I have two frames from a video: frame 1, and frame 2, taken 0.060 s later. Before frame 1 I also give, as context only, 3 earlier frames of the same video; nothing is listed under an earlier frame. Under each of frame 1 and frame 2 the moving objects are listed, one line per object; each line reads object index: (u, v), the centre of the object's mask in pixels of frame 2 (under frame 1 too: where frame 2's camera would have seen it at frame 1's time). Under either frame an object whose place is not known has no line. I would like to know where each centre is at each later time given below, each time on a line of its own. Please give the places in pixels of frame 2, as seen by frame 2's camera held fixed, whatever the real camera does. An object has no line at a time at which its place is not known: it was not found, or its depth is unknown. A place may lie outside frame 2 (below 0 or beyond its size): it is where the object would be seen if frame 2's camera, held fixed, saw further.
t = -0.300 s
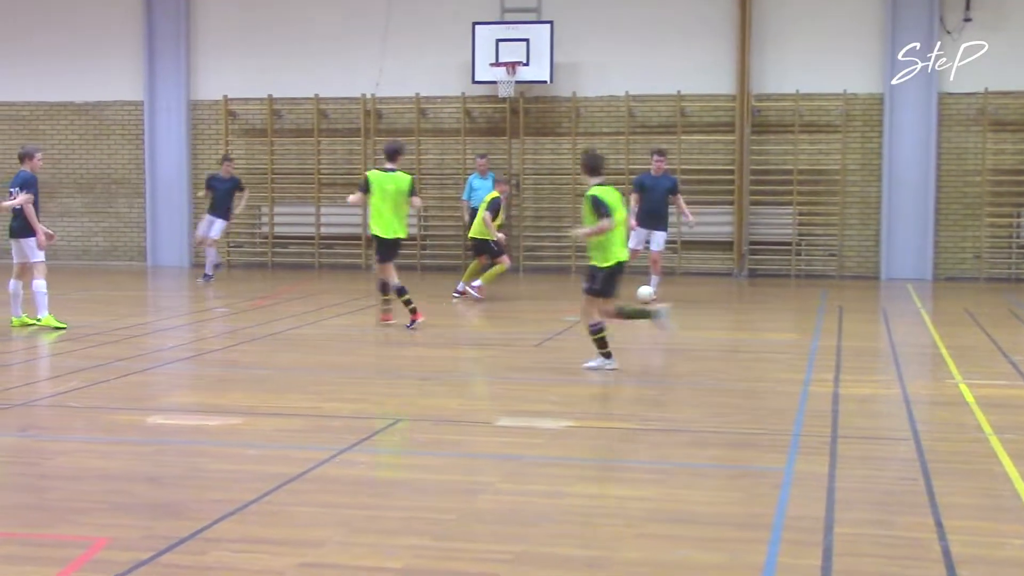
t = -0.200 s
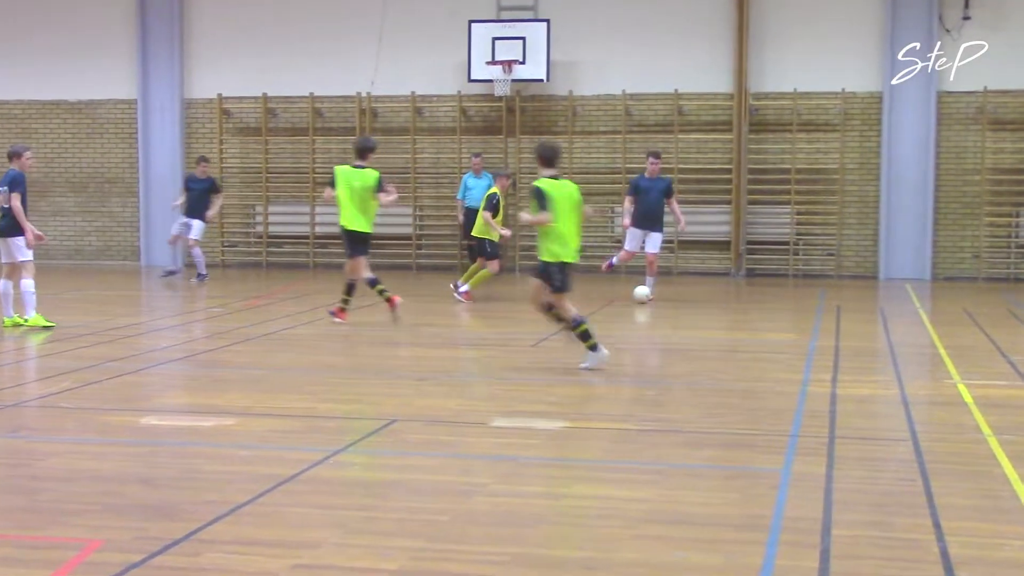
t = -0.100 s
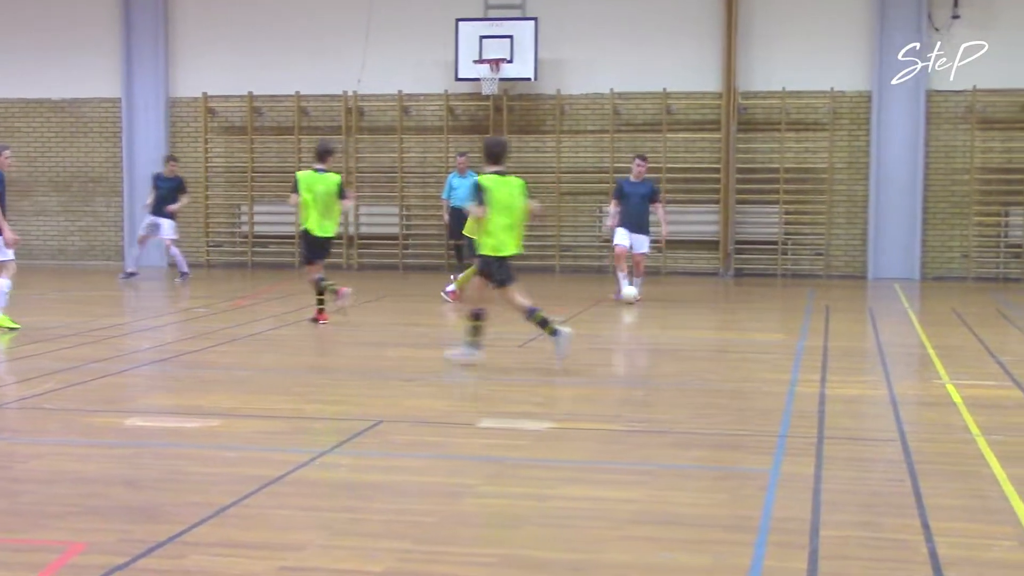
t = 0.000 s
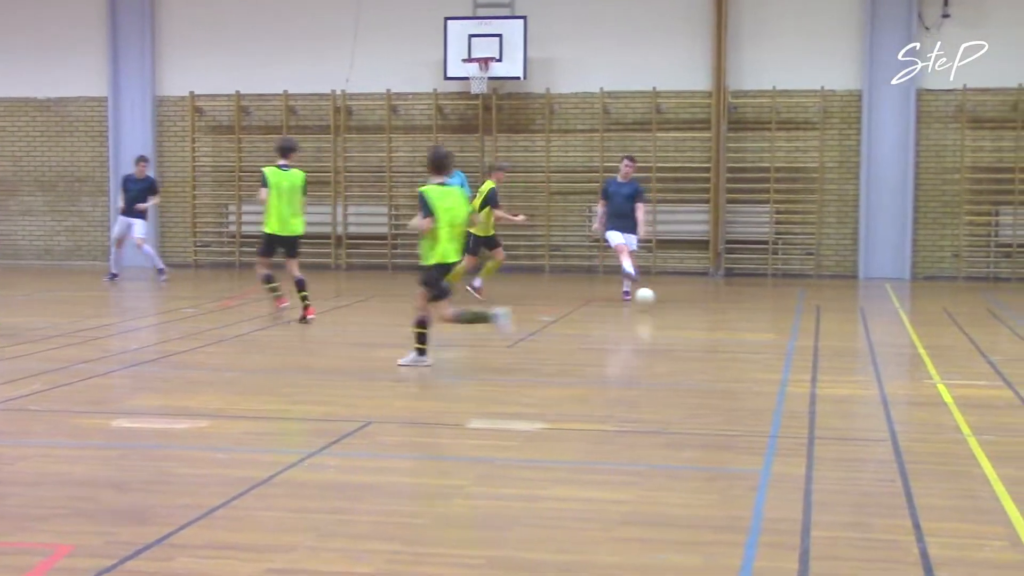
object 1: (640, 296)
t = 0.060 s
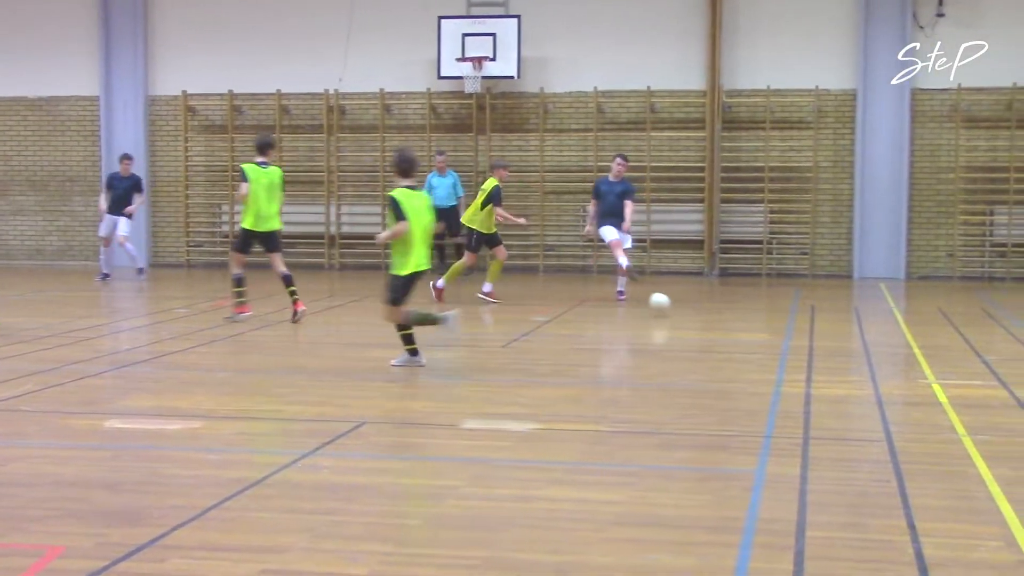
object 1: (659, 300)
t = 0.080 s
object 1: (666, 304)
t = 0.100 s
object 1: (673, 309)
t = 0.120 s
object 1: (680, 313)
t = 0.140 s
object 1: (686, 315)
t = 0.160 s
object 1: (693, 317)
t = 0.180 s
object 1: (699, 319)
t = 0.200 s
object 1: (707, 322)
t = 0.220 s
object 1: (713, 325)
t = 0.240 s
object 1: (720, 328)
